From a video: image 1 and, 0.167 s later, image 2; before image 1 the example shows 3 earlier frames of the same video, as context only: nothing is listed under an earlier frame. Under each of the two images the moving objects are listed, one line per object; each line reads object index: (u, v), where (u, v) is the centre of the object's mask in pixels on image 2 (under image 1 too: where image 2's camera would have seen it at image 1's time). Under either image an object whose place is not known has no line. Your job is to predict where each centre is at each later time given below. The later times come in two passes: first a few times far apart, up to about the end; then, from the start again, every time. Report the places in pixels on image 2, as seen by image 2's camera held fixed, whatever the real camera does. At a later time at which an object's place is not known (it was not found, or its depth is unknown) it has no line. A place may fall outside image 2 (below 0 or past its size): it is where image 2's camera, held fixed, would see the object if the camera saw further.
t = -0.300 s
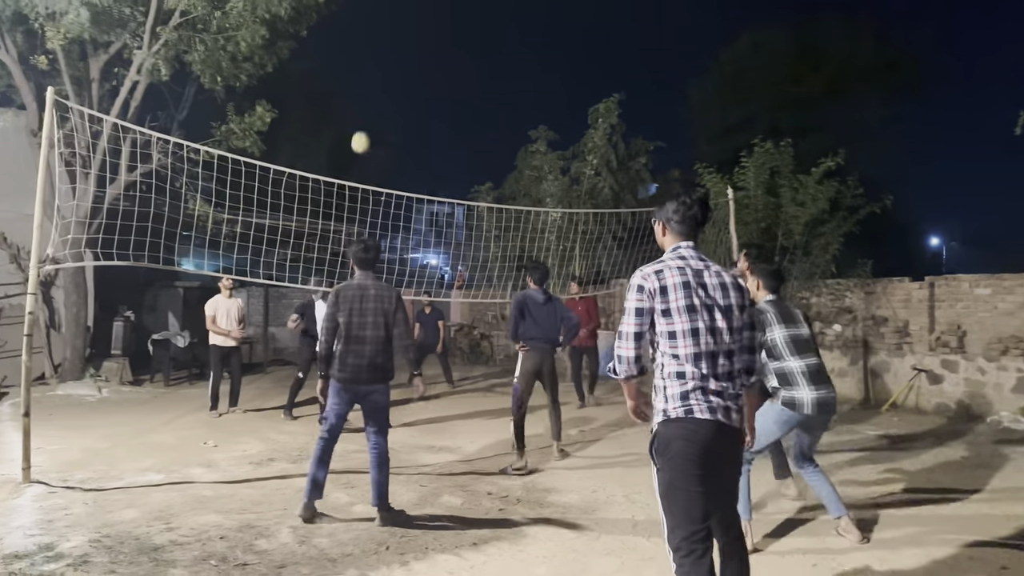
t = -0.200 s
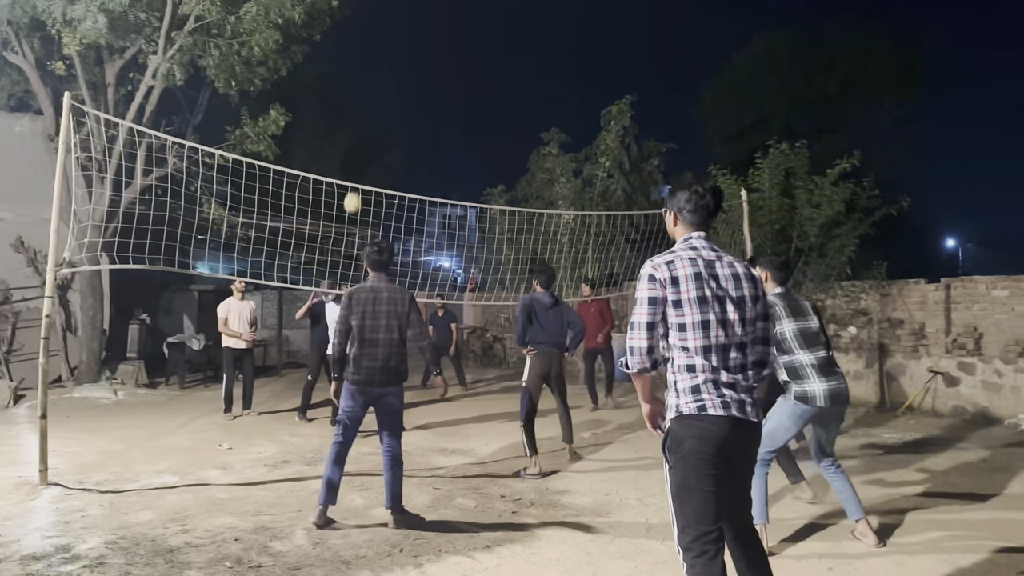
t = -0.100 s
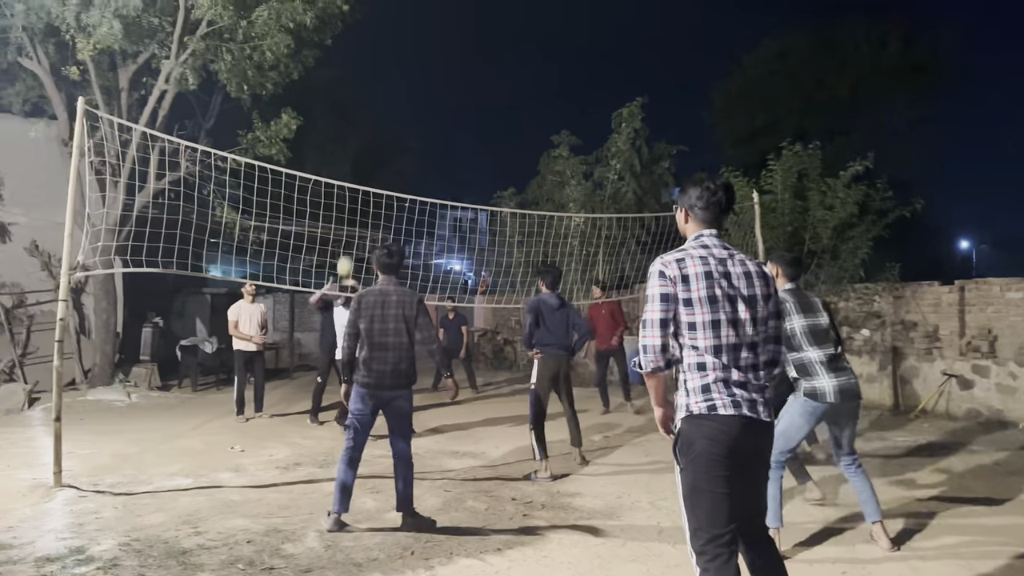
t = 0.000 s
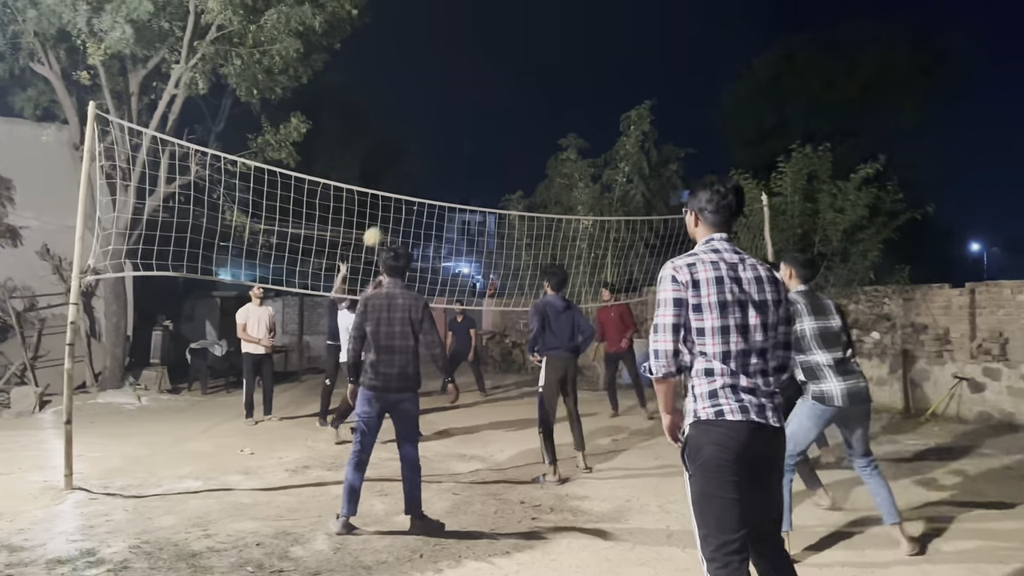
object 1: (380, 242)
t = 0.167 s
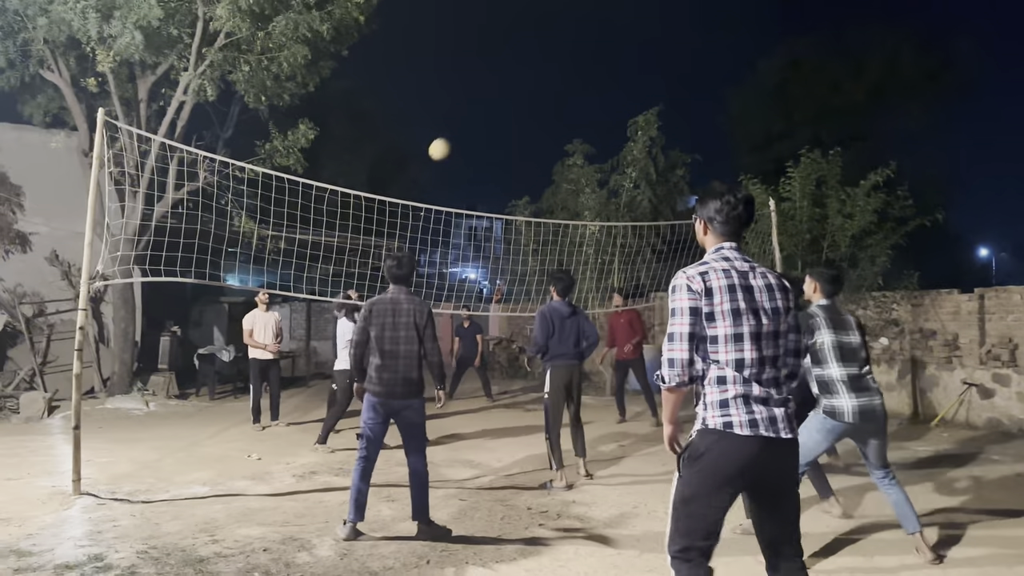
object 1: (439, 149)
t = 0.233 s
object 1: (464, 114)
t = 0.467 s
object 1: (564, 5)
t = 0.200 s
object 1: (451, 131)
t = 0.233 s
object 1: (464, 114)
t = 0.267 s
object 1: (477, 97)
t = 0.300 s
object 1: (490, 80)
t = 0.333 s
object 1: (504, 64)
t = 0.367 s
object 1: (518, 49)
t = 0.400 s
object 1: (533, 33)
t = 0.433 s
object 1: (548, 19)
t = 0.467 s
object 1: (564, 5)
